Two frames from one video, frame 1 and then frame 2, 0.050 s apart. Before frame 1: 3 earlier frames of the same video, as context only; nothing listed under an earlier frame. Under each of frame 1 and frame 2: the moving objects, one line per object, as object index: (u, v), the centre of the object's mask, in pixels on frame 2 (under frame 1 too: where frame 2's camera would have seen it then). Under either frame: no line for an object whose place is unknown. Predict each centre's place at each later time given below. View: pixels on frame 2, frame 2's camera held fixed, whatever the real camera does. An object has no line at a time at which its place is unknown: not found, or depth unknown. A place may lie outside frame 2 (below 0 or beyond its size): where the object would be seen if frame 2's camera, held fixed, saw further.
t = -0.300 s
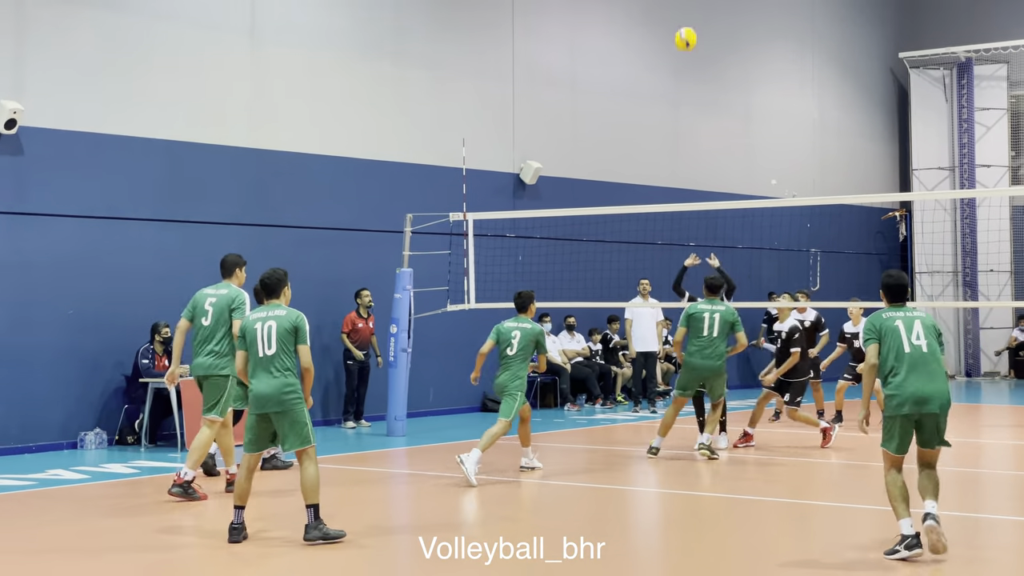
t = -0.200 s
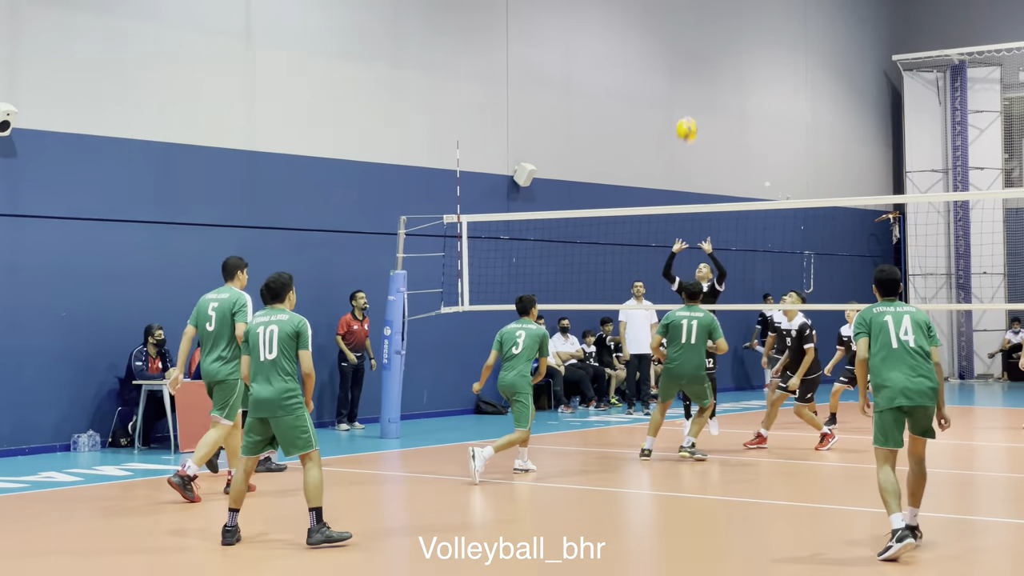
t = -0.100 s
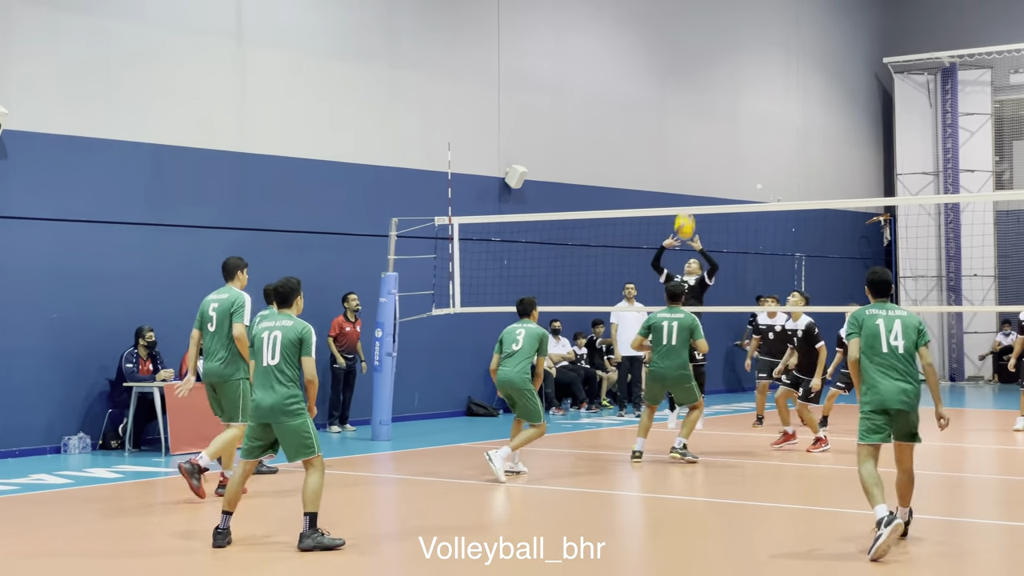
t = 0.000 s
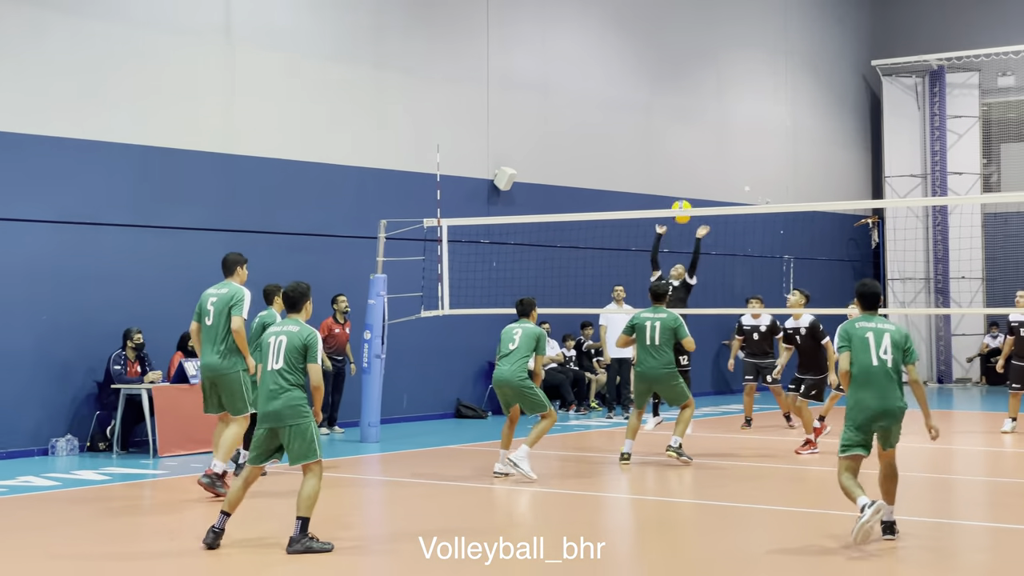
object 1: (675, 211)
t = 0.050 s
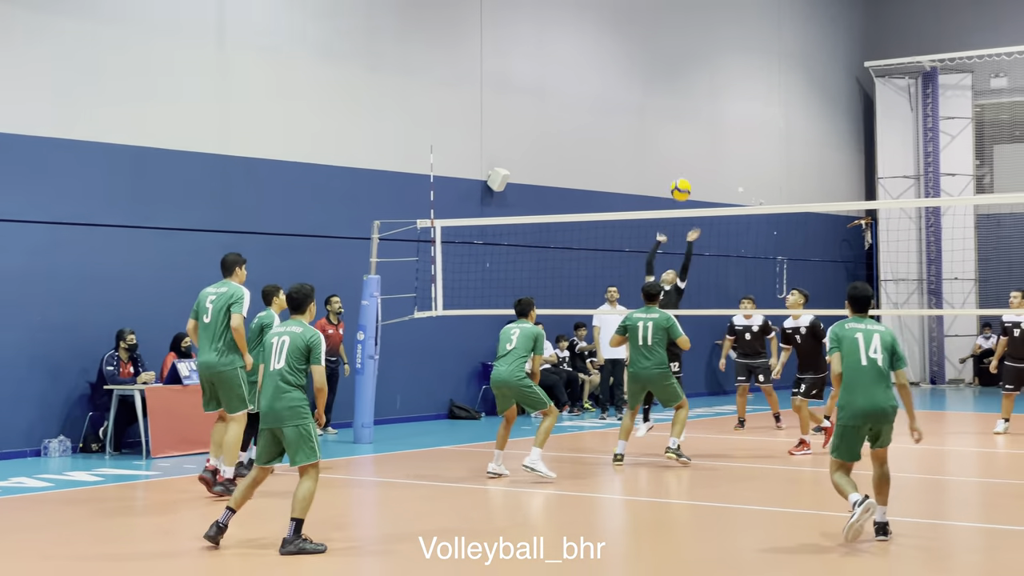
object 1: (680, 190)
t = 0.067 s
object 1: (682, 182)
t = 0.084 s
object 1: (684, 175)
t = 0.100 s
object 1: (685, 169)
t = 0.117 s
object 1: (687, 162)
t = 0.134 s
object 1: (688, 156)
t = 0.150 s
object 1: (690, 151)
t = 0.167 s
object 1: (692, 145)
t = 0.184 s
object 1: (693, 140)
